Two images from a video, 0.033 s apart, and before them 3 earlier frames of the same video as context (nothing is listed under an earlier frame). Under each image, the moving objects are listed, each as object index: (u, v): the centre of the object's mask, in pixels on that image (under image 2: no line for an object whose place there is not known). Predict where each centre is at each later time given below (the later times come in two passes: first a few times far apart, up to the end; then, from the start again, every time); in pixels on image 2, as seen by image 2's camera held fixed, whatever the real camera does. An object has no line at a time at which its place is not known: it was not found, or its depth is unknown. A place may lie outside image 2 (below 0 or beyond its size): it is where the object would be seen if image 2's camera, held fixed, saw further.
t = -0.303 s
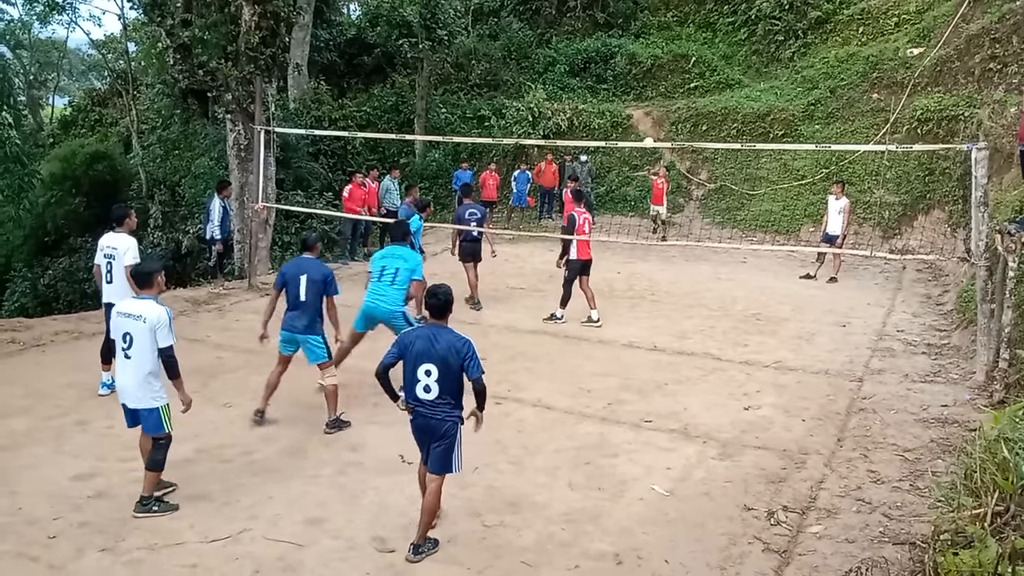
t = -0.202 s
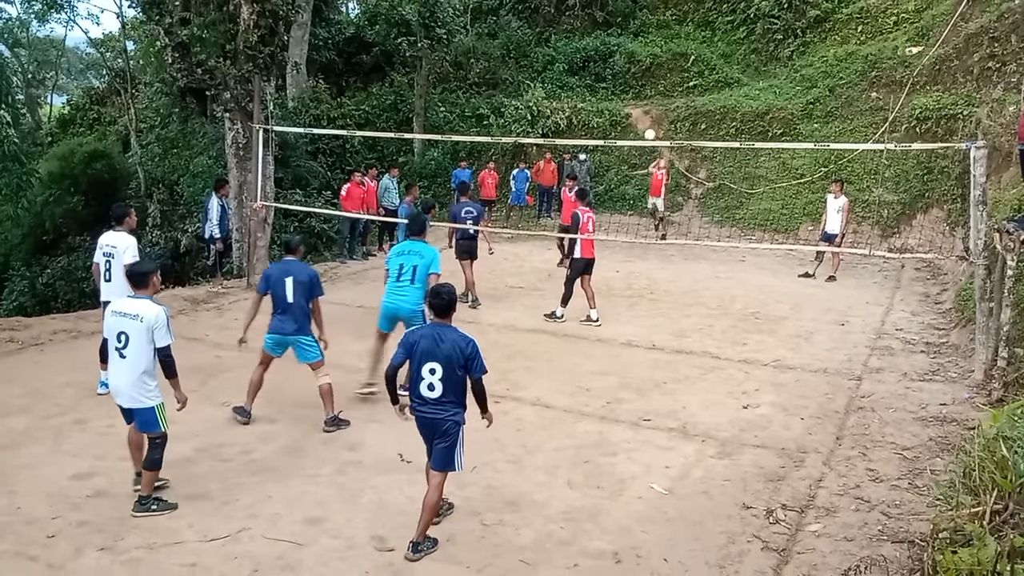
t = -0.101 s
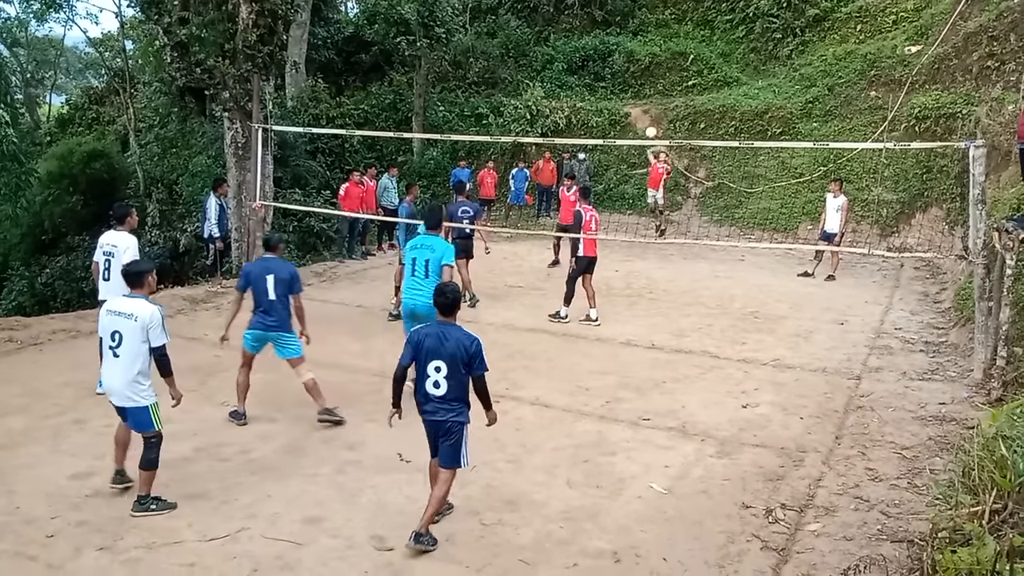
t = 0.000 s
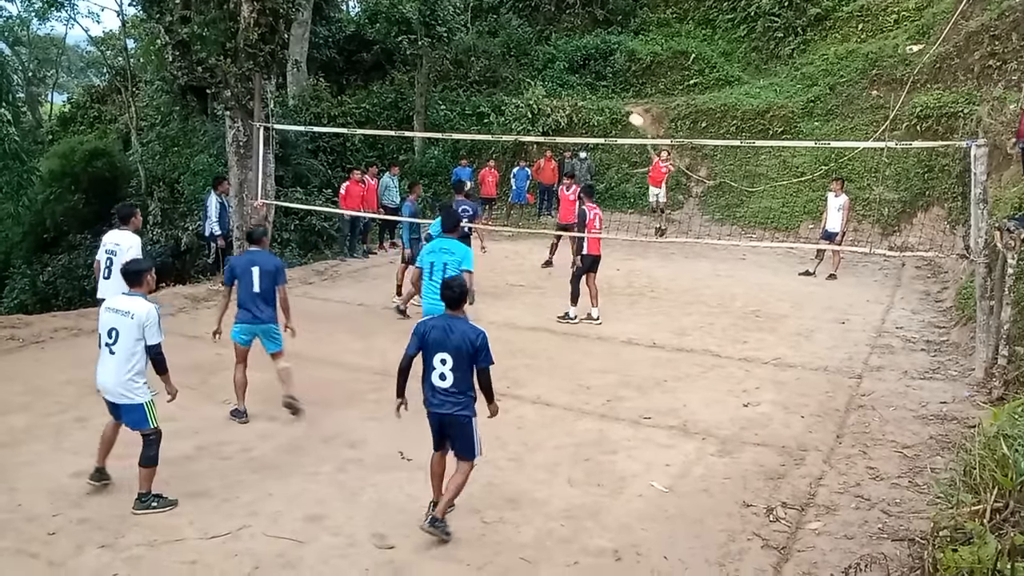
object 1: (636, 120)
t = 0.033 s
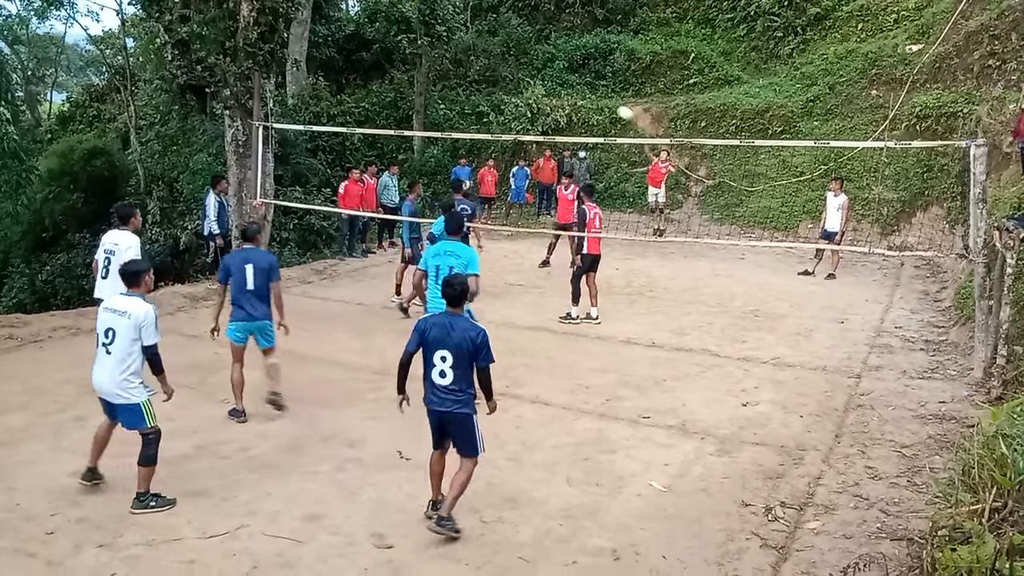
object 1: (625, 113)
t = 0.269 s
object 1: (533, 76)
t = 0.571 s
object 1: (373, 75)
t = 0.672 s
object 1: (304, 92)
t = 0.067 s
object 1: (614, 106)
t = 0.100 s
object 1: (602, 100)
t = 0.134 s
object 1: (590, 95)
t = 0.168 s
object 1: (578, 90)
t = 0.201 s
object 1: (562, 85)
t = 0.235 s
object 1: (548, 80)
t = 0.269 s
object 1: (533, 76)
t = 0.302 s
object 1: (519, 74)
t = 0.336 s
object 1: (503, 71)
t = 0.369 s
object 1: (486, 69)
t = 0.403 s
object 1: (469, 69)
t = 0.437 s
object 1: (452, 68)
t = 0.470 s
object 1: (434, 68)
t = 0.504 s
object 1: (415, 69)
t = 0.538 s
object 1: (395, 72)
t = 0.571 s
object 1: (373, 75)
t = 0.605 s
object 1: (351, 79)
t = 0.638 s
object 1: (328, 86)
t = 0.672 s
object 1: (304, 92)
